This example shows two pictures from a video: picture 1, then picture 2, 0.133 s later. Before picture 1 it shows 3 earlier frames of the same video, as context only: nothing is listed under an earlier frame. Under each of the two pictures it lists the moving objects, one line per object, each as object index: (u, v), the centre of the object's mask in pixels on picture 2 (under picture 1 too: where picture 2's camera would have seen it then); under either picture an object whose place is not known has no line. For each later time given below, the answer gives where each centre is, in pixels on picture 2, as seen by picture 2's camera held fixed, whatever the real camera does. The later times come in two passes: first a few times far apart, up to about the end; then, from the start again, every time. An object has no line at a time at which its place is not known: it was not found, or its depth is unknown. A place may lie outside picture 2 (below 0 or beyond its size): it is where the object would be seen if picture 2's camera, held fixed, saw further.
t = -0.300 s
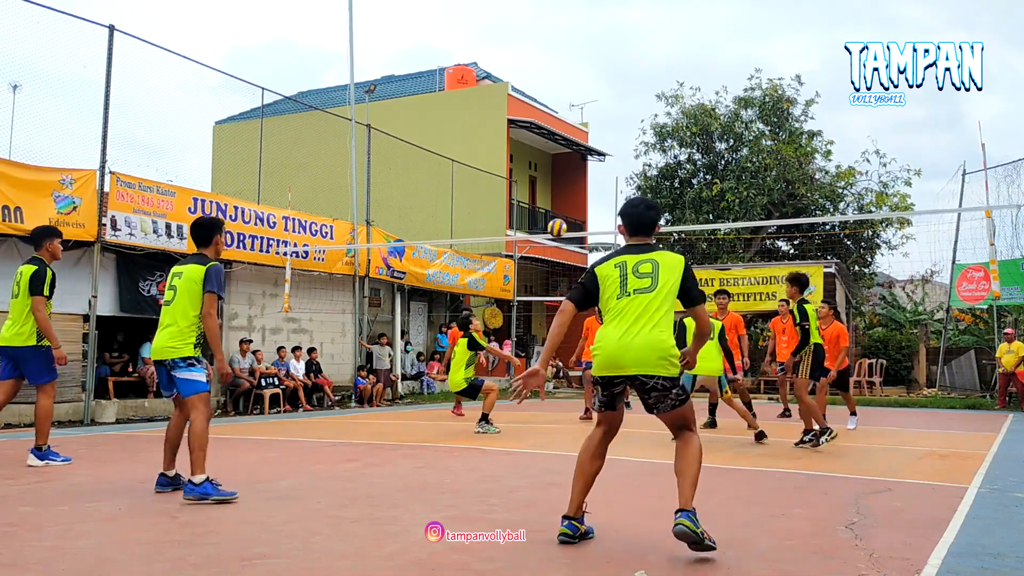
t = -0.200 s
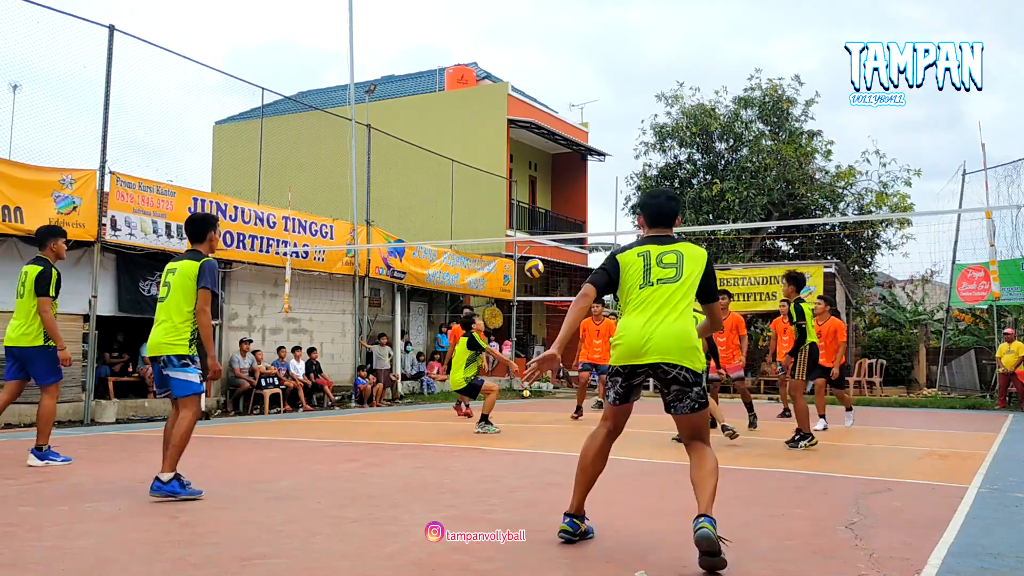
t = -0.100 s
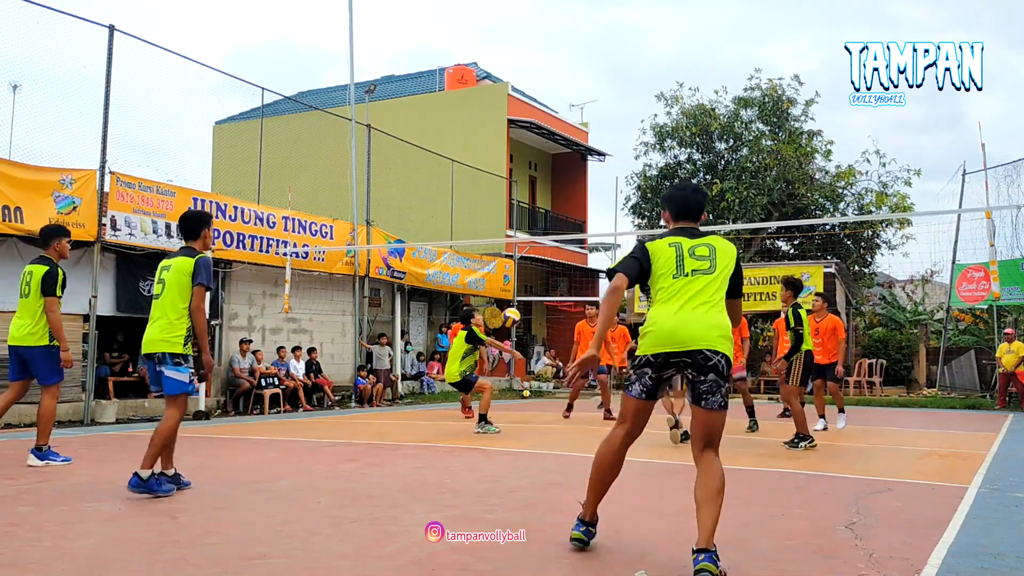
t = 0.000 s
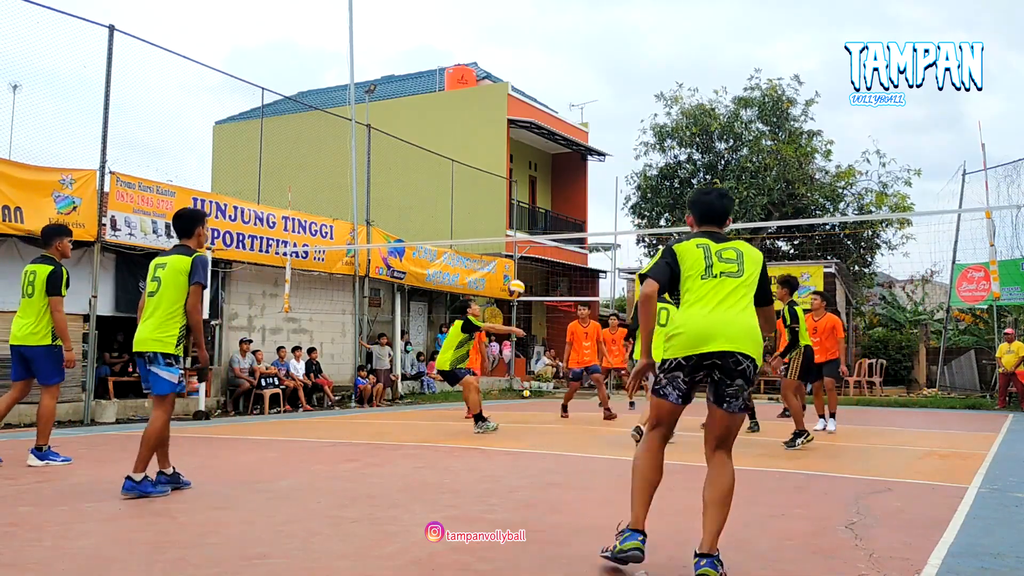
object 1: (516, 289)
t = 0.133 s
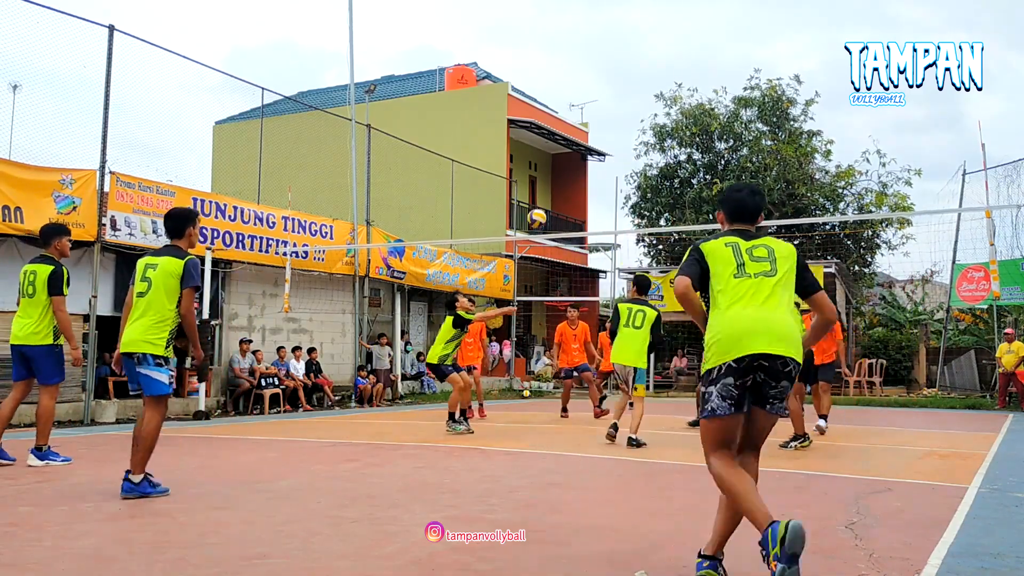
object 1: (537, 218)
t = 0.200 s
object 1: (547, 189)
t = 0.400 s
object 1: (580, 127)
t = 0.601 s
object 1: (609, 98)
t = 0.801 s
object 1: (638, 104)
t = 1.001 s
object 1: (667, 145)
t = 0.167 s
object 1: (542, 203)
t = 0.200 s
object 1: (547, 189)
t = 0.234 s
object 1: (553, 176)
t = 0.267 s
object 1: (558, 164)
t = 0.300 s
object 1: (563, 153)
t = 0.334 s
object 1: (568, 143)
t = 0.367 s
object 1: (574, 135)
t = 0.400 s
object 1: (580, 127)
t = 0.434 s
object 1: (584, 119)
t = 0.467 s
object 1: (589, 113)
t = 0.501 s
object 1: (594, 108)
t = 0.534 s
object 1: (599, 104)
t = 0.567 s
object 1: (604, 100)
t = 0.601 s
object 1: (609, 98)
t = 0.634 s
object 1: (613, 97)
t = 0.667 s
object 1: (618, 96)
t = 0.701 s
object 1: (623, 96)
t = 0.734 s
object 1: (628, 98)
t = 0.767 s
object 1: (633, 100)
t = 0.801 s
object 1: (638, 104)
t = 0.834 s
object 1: (643, 108)
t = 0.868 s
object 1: (648, 114)
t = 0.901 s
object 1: (652, 120)
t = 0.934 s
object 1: (657, 128)
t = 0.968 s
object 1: (663, 136)
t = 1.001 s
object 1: (667, 145)
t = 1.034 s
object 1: (673, 156)
